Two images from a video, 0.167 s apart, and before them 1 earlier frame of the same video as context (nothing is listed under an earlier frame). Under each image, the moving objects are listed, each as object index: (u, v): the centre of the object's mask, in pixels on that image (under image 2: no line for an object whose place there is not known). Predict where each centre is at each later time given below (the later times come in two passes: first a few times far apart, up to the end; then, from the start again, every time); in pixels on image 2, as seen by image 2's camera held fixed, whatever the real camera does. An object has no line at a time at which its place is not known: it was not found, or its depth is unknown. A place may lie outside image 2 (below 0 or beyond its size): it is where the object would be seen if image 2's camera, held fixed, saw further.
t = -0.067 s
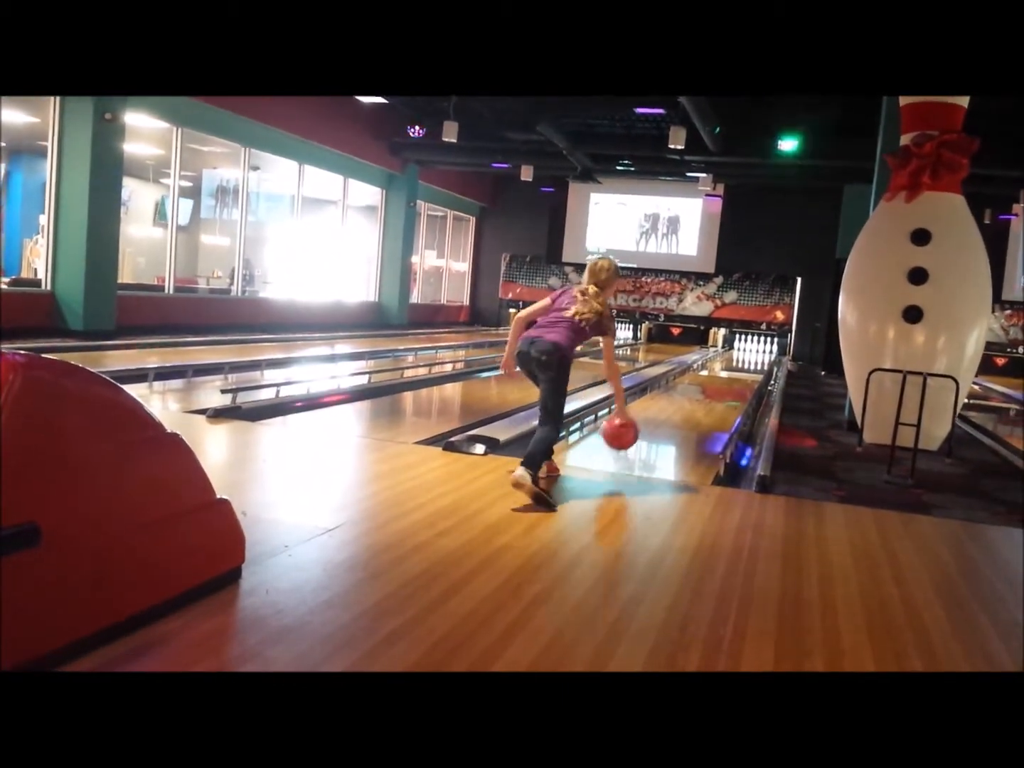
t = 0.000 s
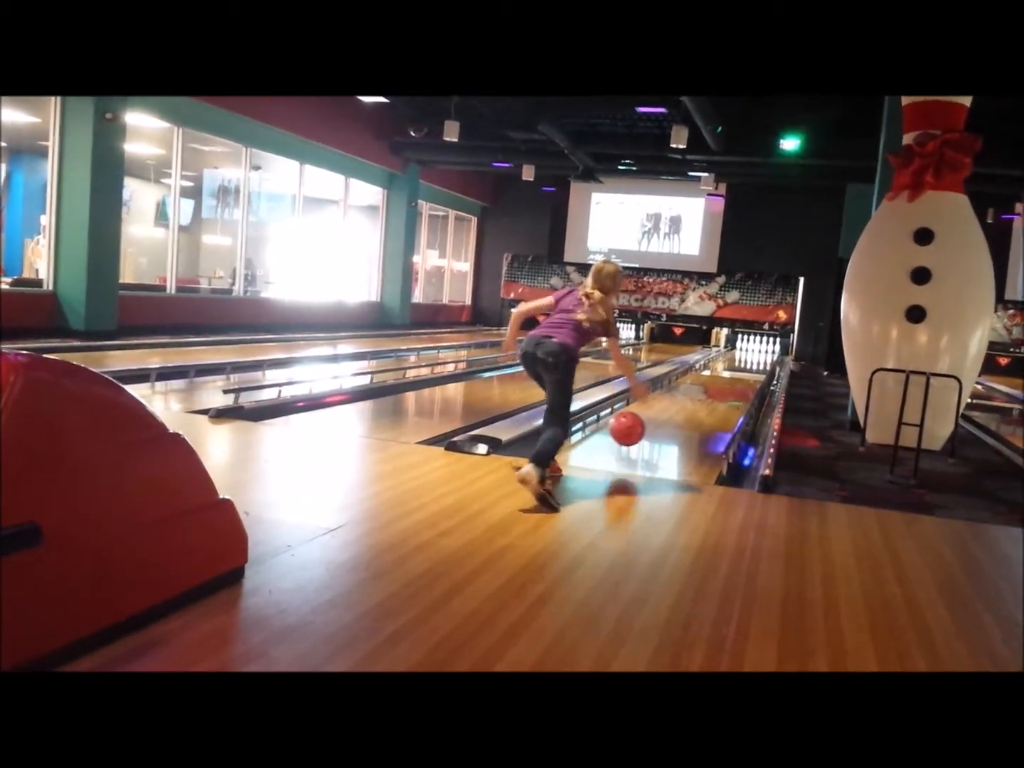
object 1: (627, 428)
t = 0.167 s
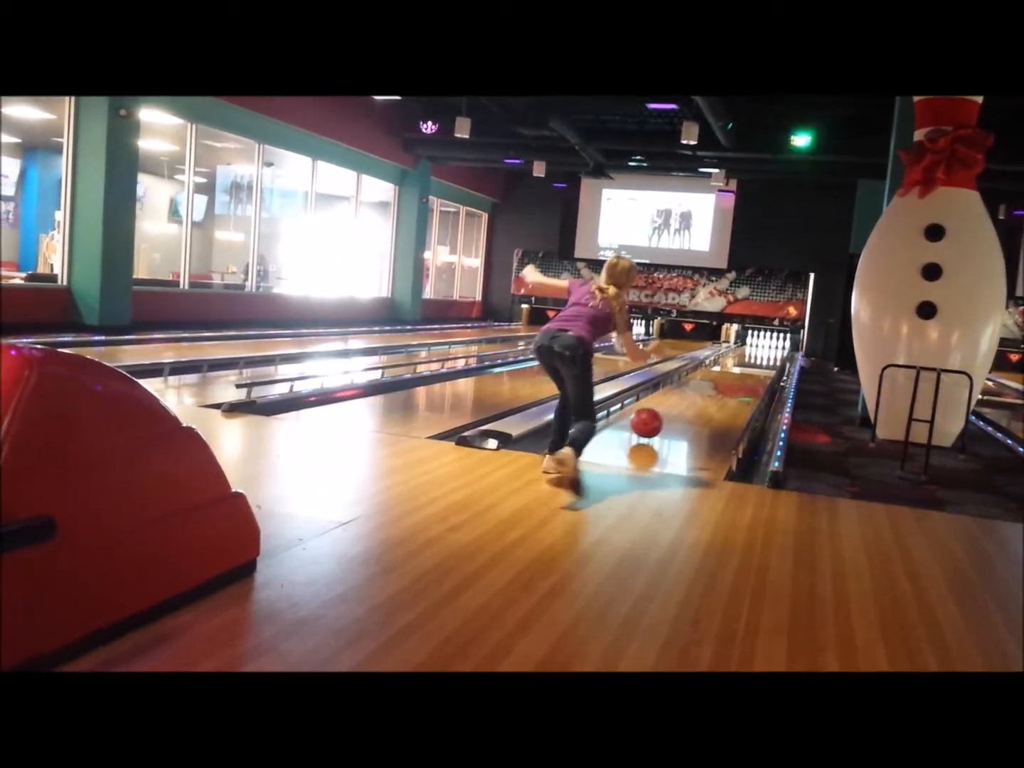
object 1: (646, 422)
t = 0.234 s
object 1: (650, 419)
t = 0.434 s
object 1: (659, 406)
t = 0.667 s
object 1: (666, 394)
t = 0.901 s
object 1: (673, 385)
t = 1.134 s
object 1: (677, 380)
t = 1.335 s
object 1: (682, 375)
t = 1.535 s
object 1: (694, 372)
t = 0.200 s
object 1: (648, 421)
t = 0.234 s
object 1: (650, 419)
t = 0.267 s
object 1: (651, 417)
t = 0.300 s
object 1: (653, 414)
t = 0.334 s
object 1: (654, 413)
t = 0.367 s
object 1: (656, 410)
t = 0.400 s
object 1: (658, 409)
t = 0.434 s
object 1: (659, 406)
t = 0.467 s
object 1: (661, 404)
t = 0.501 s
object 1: (662, 403)
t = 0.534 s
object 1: (663, 401)
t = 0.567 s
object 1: (664, 399)
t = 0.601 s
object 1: (665, 397)
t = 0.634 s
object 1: (665, 395)
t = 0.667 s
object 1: (666, 394)
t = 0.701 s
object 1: (668, 393)
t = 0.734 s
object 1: (669, 392)
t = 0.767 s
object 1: (670, 390)
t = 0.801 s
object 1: (671, 389)
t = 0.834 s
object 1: (671, 388)
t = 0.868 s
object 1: (672, 387)
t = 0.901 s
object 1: (673, 385)
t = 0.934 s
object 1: (673, 384)
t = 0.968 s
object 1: (674, 384)
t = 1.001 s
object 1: (675, 383)
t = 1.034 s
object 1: (677, 381)
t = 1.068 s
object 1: (677, 380)
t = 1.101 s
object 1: (677, 380)
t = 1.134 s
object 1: (677, 380)
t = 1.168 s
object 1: (678, 378)
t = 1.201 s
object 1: (678, 378)
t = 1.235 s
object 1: (679, 377)
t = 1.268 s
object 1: (680, 377)
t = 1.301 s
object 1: (681, 376)
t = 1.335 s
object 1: (682, 375)
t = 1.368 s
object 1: (685, 374)
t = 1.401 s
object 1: (687, 374)
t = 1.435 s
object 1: (689, 373)
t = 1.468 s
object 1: (690, 372)
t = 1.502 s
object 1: (692, 372)
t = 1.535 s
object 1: (694, 372)
